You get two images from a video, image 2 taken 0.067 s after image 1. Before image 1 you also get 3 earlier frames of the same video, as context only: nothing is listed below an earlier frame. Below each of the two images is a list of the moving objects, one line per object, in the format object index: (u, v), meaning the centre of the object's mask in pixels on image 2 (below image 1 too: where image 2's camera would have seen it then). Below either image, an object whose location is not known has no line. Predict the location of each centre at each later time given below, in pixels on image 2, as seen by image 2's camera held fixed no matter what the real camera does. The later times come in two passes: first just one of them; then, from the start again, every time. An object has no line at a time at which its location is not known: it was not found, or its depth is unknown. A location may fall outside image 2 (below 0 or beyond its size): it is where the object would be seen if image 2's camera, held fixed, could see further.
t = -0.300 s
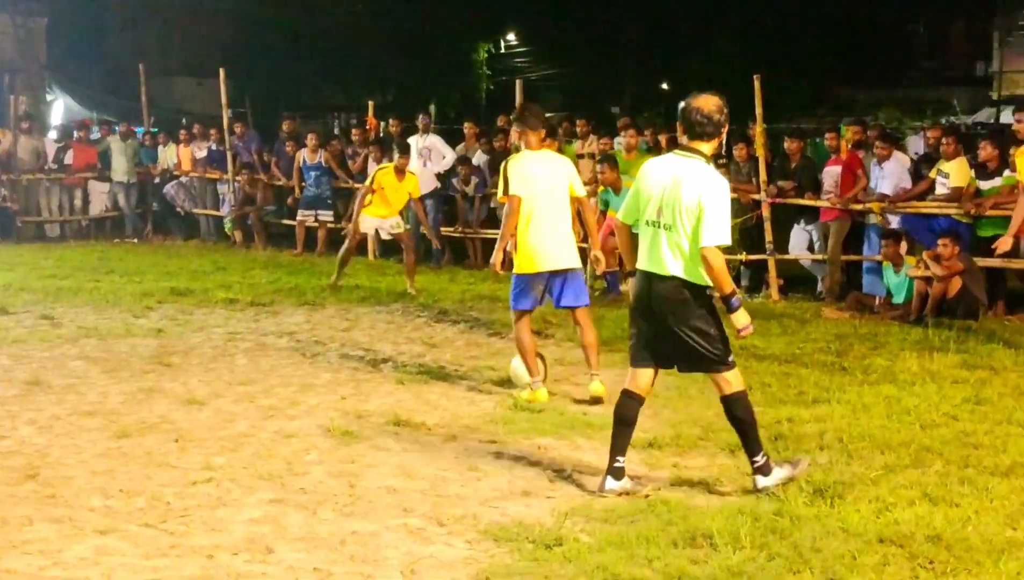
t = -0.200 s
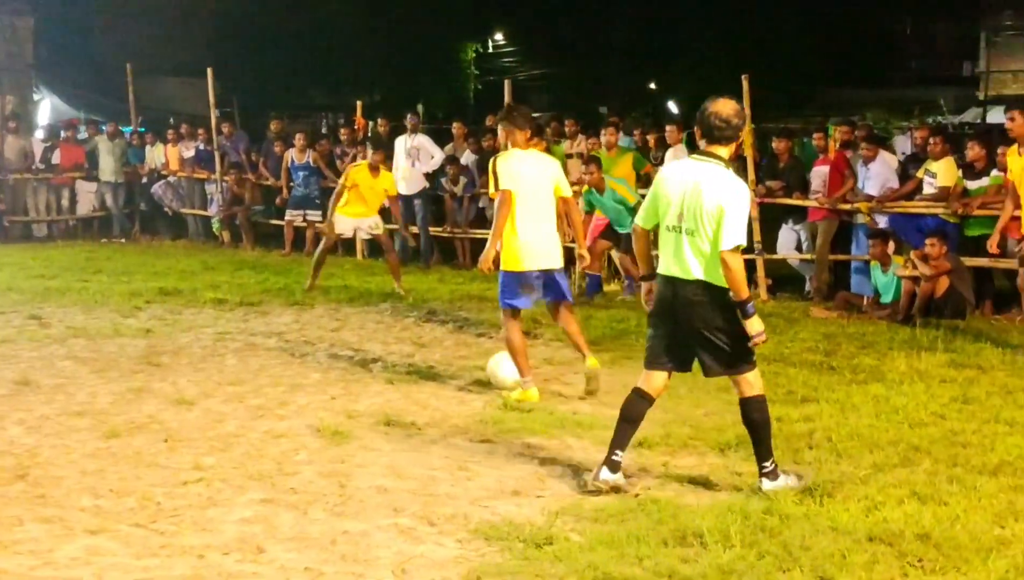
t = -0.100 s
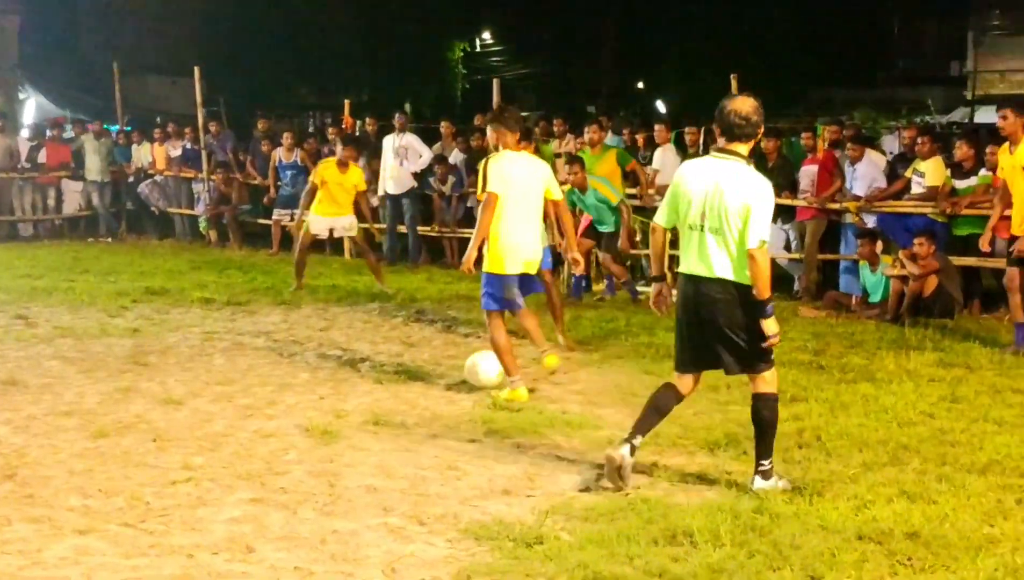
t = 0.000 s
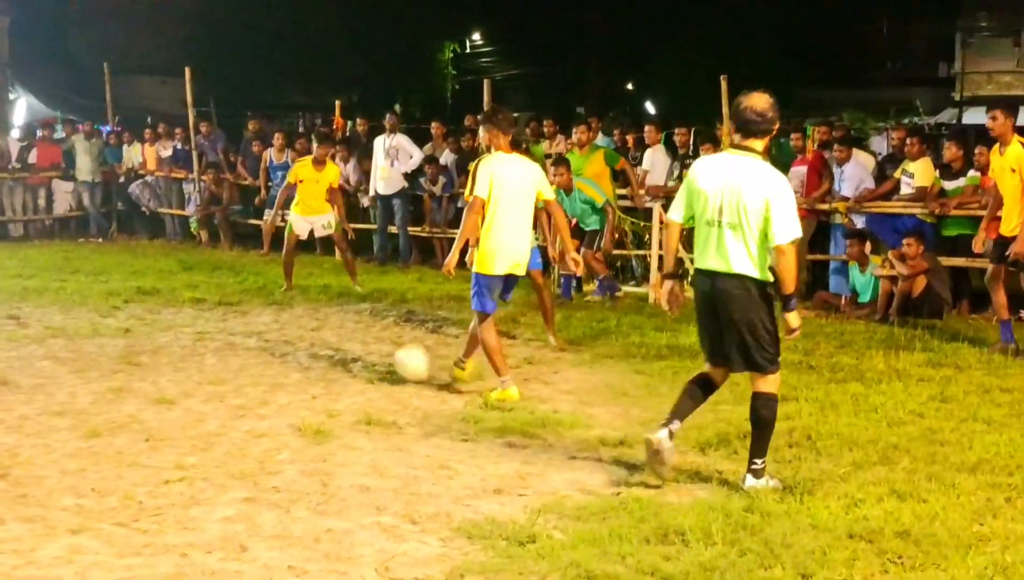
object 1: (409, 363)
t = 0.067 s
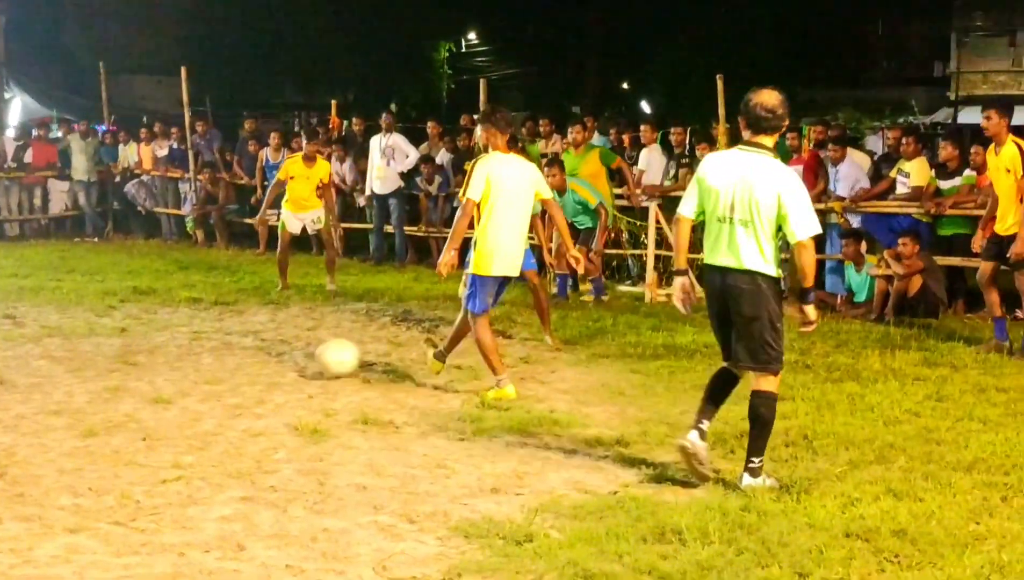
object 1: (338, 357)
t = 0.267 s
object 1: (168, 340)
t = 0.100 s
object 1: (303, 357)
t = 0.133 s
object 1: (271, 352)
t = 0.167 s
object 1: (245, 348)
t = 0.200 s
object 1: (219, 343)
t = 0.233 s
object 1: (193, 340)
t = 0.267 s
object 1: (168, 340)
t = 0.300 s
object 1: (142, 341)
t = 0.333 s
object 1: (118, 343)
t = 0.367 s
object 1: (95, 343)
